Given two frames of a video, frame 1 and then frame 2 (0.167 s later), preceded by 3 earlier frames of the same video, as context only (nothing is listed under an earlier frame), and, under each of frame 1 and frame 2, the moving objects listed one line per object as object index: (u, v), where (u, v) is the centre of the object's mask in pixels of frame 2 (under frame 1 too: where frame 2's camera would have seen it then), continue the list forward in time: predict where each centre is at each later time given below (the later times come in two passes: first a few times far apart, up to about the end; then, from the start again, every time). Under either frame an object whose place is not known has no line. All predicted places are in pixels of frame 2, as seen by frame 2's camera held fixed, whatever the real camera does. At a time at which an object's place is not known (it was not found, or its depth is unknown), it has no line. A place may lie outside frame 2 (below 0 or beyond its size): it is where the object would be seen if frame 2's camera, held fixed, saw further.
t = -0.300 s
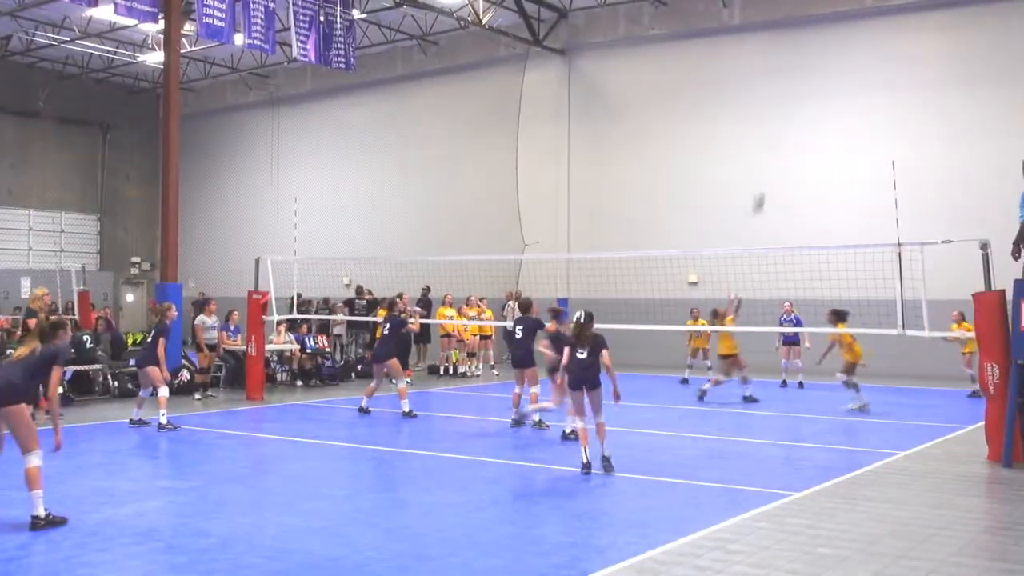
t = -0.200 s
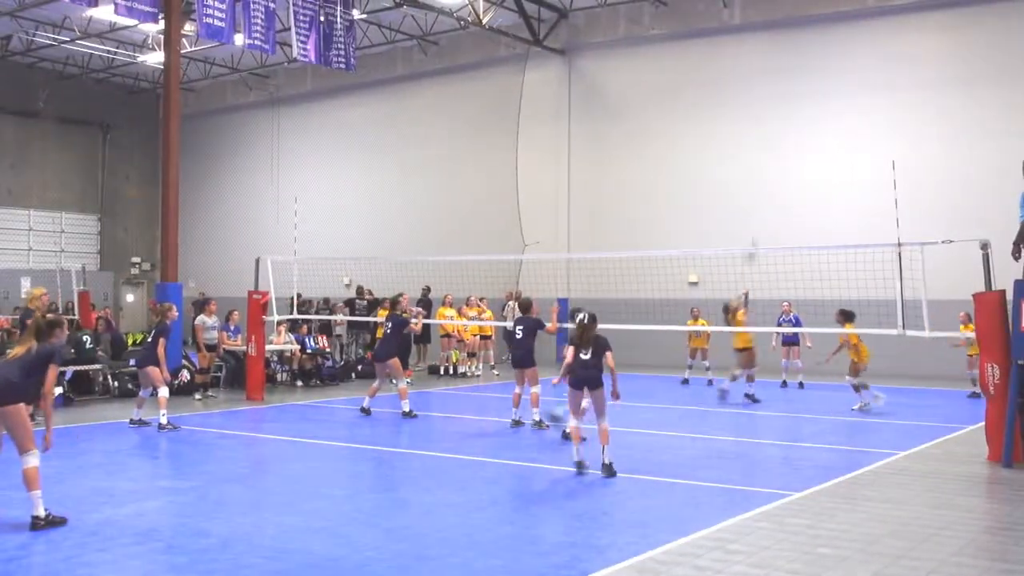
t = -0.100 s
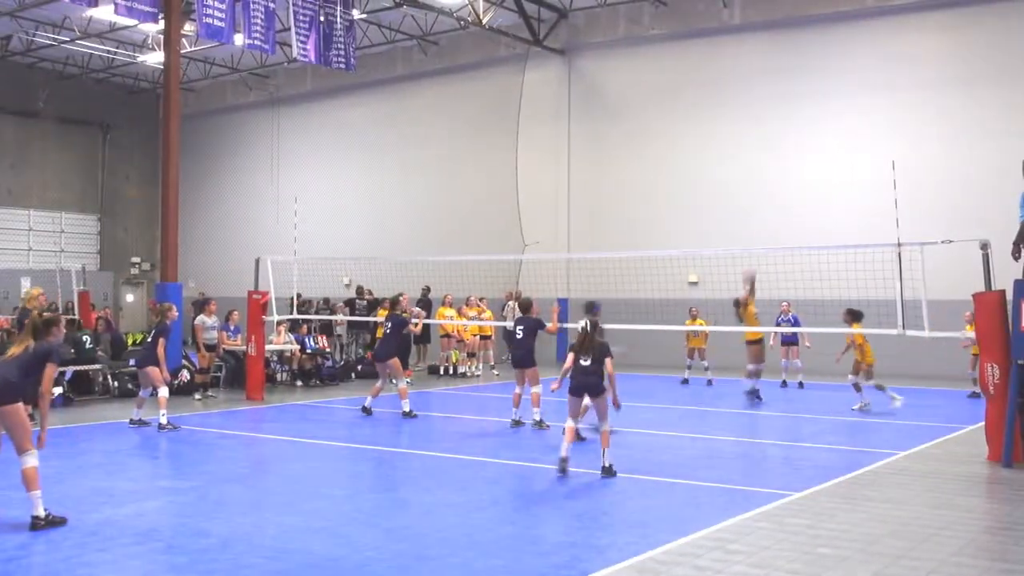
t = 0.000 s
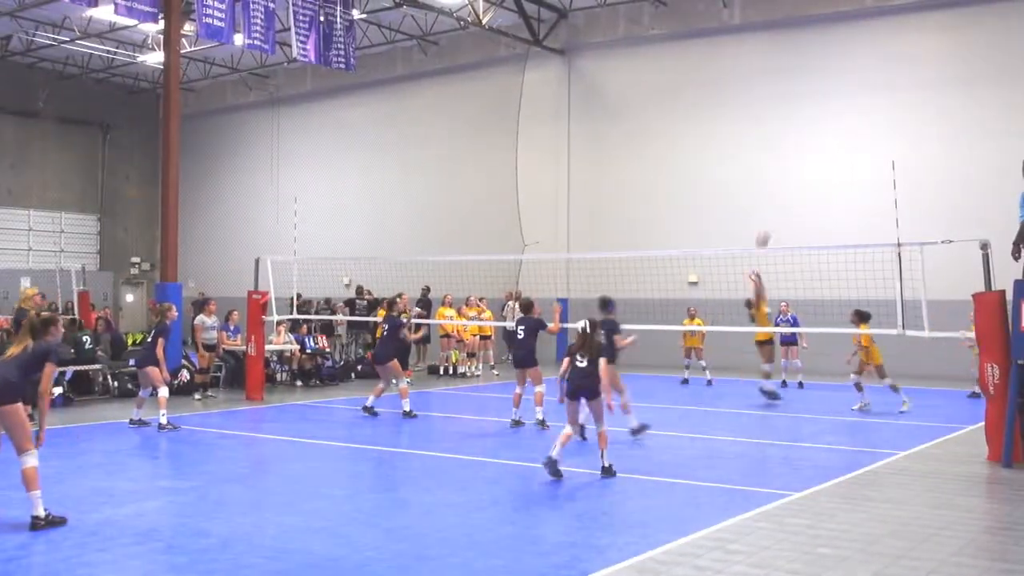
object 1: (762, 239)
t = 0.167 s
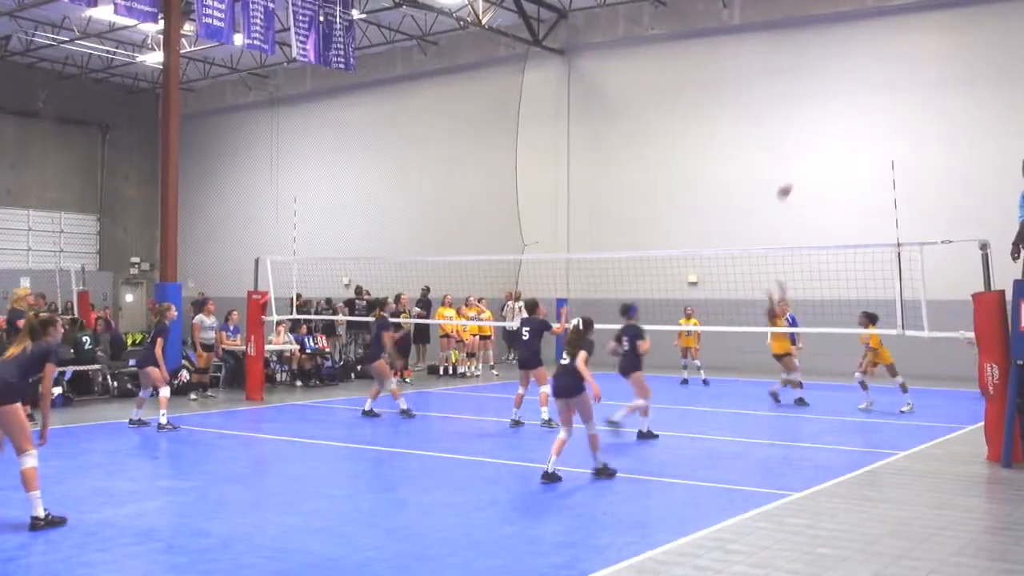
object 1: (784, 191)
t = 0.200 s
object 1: (788, 183)
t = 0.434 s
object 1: (819, 146)
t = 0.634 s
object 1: (846, 143)
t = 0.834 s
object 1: (873, 168)
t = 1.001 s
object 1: (896, 213)
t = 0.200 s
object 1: (788, 183)
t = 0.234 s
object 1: (793, 175)
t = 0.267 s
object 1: (797, 168)
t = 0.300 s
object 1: (801, 162)
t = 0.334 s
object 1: (806, 157)
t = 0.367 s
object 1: (810, 153)
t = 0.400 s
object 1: (814, 149)
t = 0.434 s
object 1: (819, 146)
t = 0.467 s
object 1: (824, 142)
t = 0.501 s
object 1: (828, 140)
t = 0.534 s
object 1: (832, 140)
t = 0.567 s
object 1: (837, 140)
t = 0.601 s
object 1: (841, 140)
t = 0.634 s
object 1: (846, 143)
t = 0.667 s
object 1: (850, 145)
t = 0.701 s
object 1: (855, 148)
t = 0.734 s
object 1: (859, 152)
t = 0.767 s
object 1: (863, 157)
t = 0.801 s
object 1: (868, 162)
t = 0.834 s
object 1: (873, 168)
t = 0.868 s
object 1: (877, 175)
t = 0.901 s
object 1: (882, 183)
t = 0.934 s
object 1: (886, 192)
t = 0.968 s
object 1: (891, 202)
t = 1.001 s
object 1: (896, 213)
